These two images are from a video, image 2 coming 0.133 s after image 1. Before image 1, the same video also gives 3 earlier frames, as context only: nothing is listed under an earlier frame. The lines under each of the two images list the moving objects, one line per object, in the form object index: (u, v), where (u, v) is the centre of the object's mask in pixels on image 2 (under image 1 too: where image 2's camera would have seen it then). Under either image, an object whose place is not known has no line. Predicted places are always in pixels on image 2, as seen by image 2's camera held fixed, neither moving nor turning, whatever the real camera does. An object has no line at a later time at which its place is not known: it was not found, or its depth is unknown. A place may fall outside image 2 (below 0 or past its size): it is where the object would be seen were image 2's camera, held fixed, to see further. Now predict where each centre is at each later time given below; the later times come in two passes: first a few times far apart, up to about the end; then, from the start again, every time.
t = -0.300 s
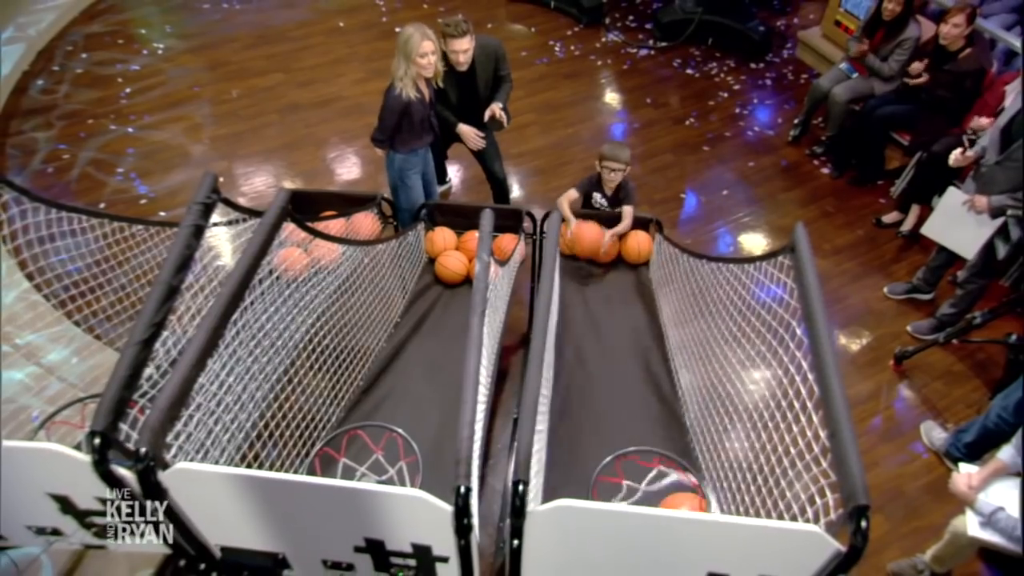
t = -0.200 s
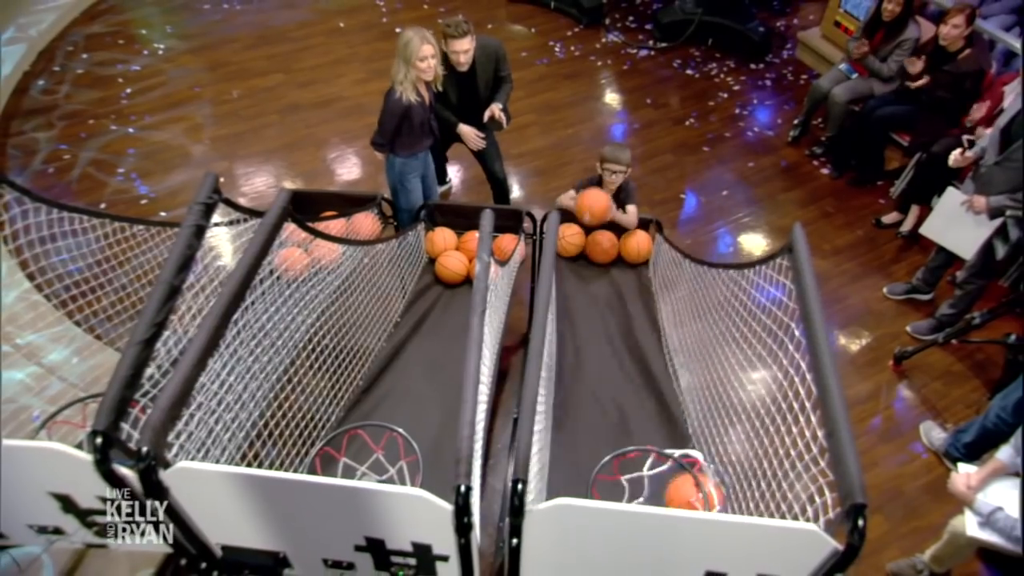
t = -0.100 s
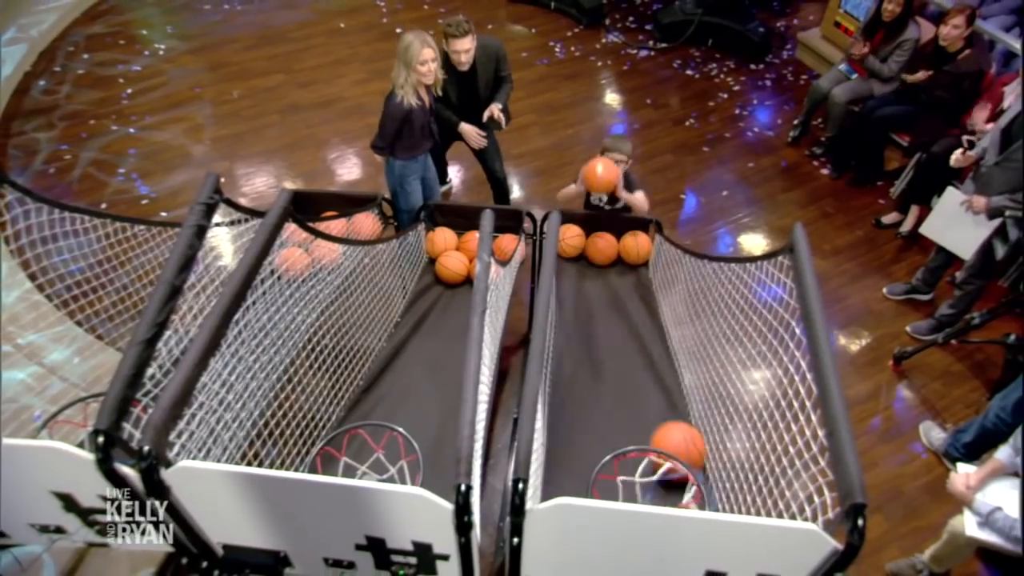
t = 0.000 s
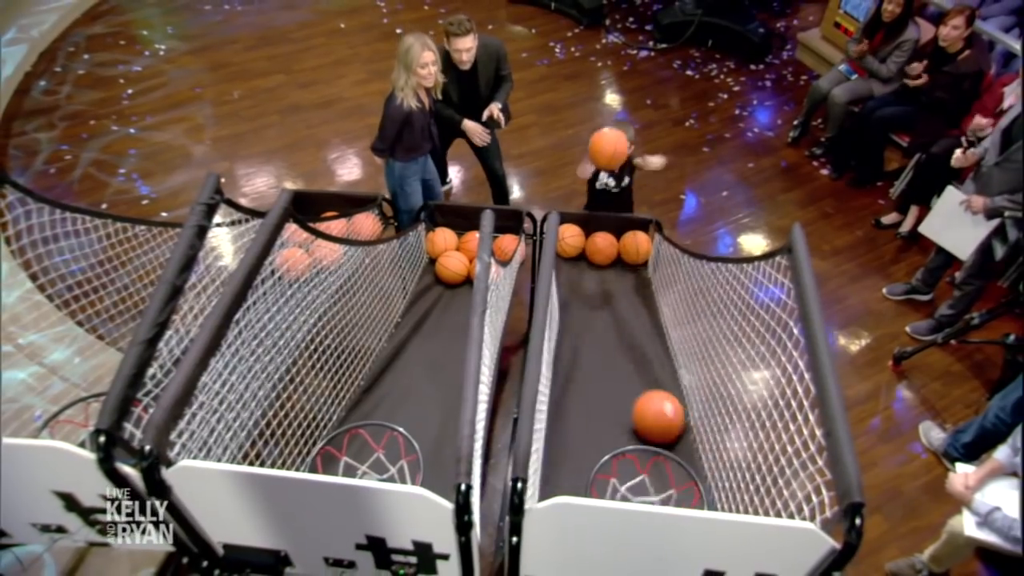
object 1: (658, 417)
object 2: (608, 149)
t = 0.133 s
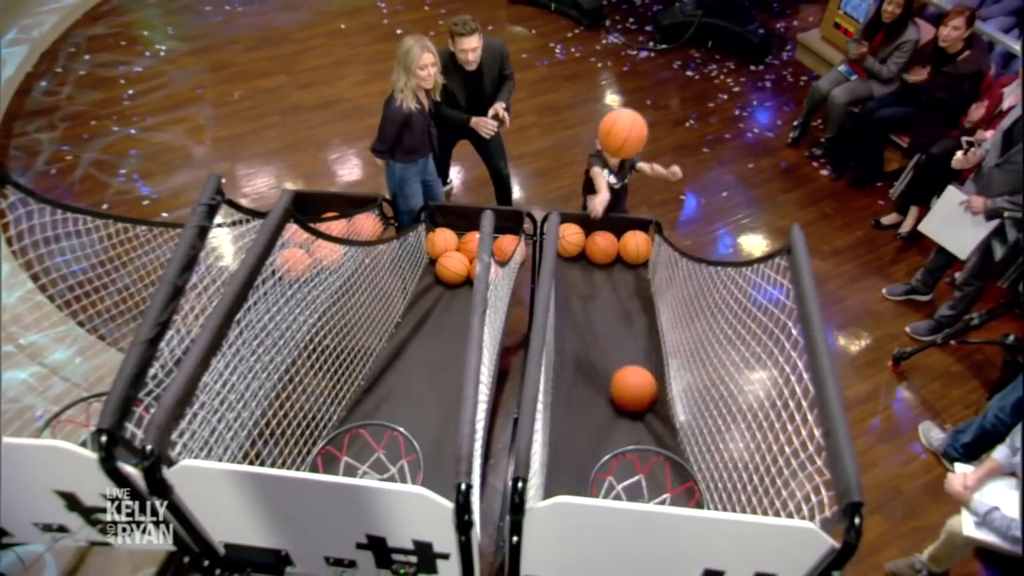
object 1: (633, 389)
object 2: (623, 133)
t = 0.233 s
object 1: (614, 362)
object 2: (633, 145)
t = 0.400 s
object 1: (592, 303)
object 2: (643, 238)
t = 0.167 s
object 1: (627, 381)
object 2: (626, 134)
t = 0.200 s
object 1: (620, 373)
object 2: (630, 138)
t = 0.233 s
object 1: (614, 362)
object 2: (633, 145)
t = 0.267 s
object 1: (608, 351)
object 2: (636, 156)
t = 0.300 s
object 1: (603, 339)
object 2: (638, 170)
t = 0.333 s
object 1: (599, 327)
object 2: (641, 189)
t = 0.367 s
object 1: (595, 314)
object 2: (642, 210)
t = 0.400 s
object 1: (592, 303)
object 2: (643, 238)
